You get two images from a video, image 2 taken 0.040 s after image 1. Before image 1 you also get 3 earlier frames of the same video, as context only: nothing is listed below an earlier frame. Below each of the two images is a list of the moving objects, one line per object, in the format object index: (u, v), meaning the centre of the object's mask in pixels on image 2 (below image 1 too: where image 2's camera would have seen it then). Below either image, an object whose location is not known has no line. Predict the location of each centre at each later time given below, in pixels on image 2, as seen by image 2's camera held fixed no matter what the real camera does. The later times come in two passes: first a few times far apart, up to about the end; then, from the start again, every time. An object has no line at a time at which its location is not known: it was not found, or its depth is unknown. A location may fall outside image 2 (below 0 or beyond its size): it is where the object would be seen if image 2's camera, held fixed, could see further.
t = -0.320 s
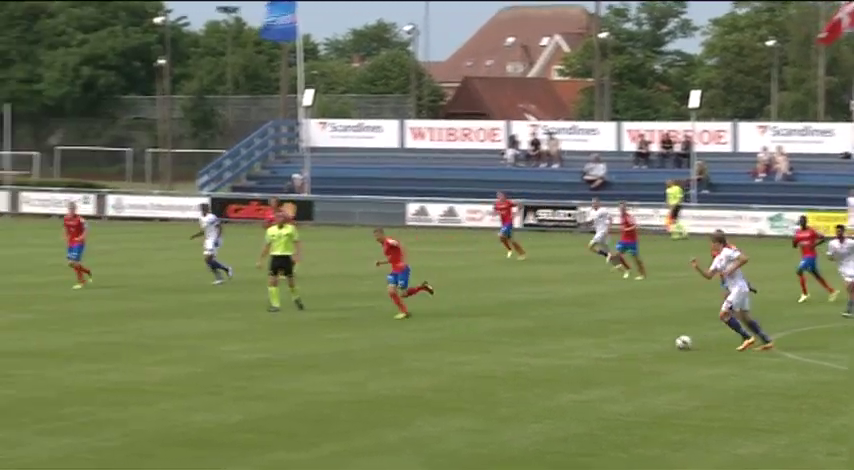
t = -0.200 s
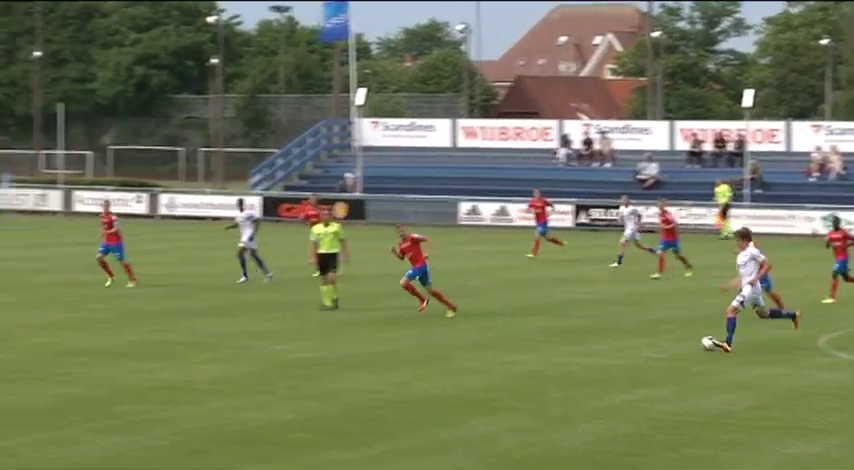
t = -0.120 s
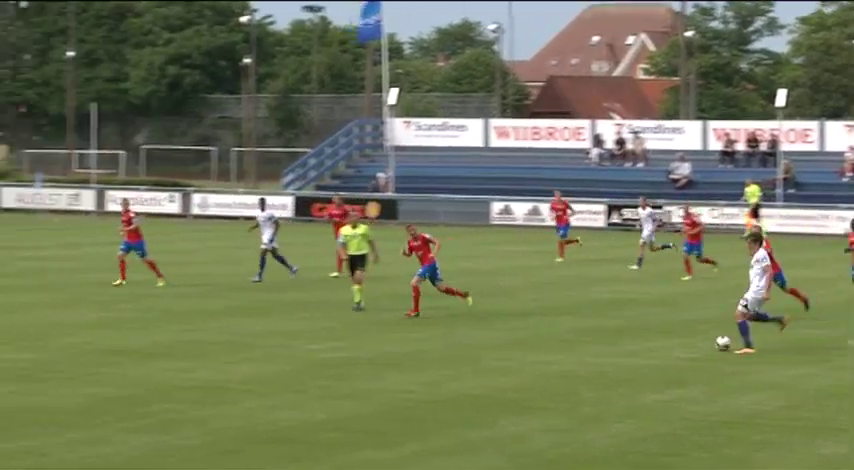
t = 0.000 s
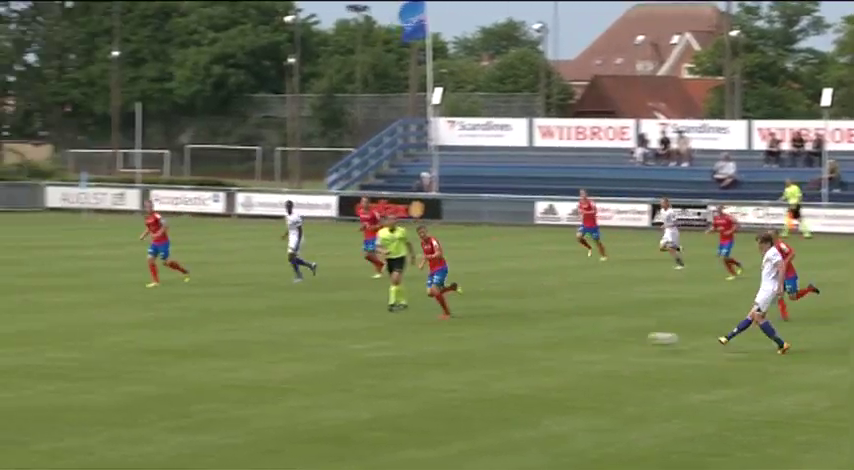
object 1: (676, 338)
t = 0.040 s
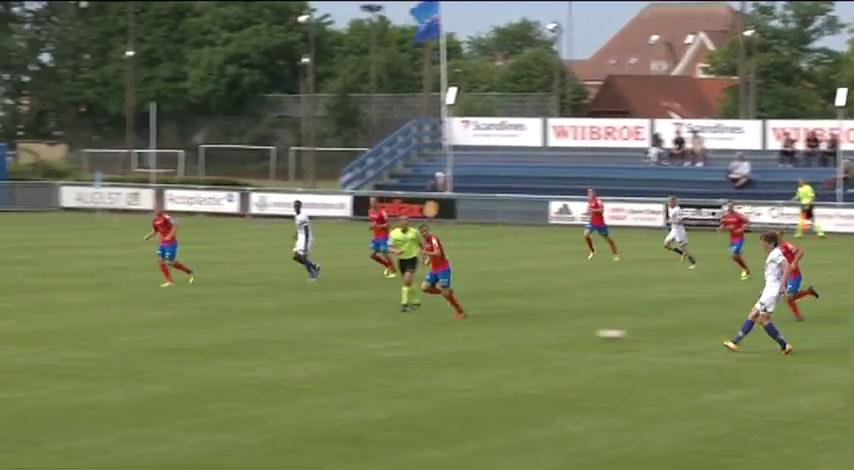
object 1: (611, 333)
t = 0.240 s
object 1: (294, 334)
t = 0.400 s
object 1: (48, 353)
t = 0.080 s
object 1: (547, 332)
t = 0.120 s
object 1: (484, 332)
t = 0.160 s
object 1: (421, 331)
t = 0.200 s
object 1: (357, 331)
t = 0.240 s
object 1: (294, 334)
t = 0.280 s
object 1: (231, 338)
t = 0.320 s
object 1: (169, 342)
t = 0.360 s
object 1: (109, 348)
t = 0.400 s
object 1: (48, 353)
